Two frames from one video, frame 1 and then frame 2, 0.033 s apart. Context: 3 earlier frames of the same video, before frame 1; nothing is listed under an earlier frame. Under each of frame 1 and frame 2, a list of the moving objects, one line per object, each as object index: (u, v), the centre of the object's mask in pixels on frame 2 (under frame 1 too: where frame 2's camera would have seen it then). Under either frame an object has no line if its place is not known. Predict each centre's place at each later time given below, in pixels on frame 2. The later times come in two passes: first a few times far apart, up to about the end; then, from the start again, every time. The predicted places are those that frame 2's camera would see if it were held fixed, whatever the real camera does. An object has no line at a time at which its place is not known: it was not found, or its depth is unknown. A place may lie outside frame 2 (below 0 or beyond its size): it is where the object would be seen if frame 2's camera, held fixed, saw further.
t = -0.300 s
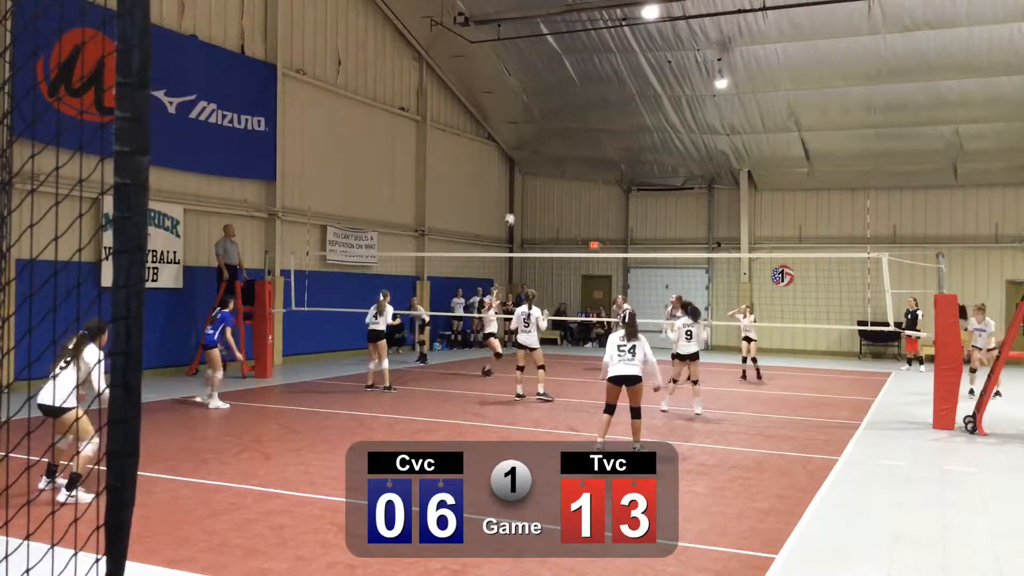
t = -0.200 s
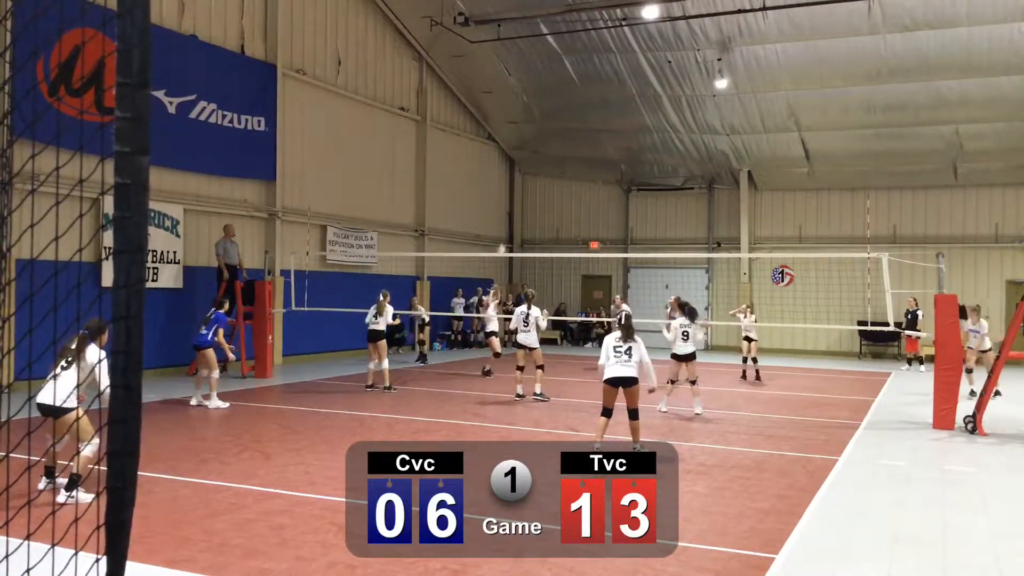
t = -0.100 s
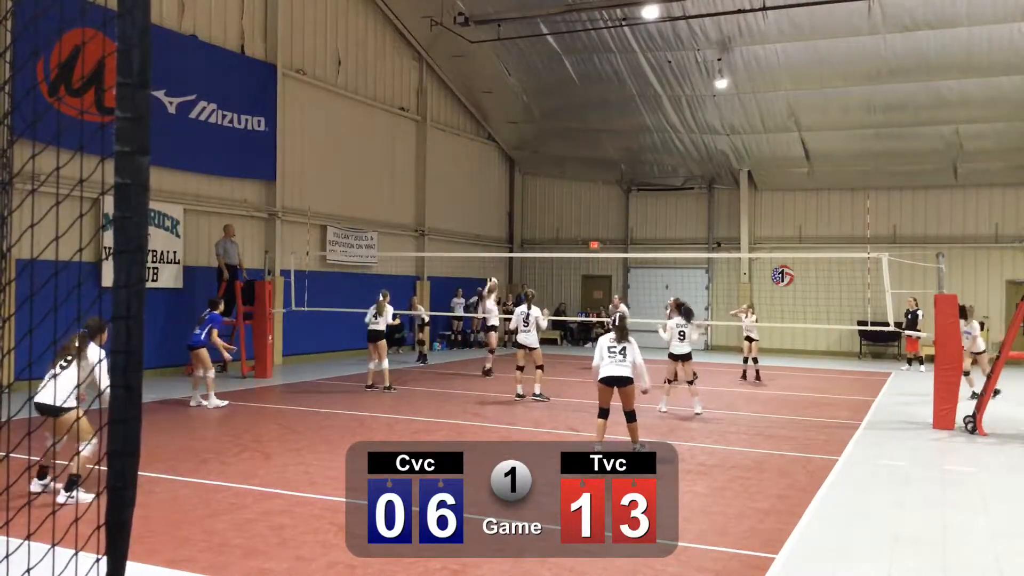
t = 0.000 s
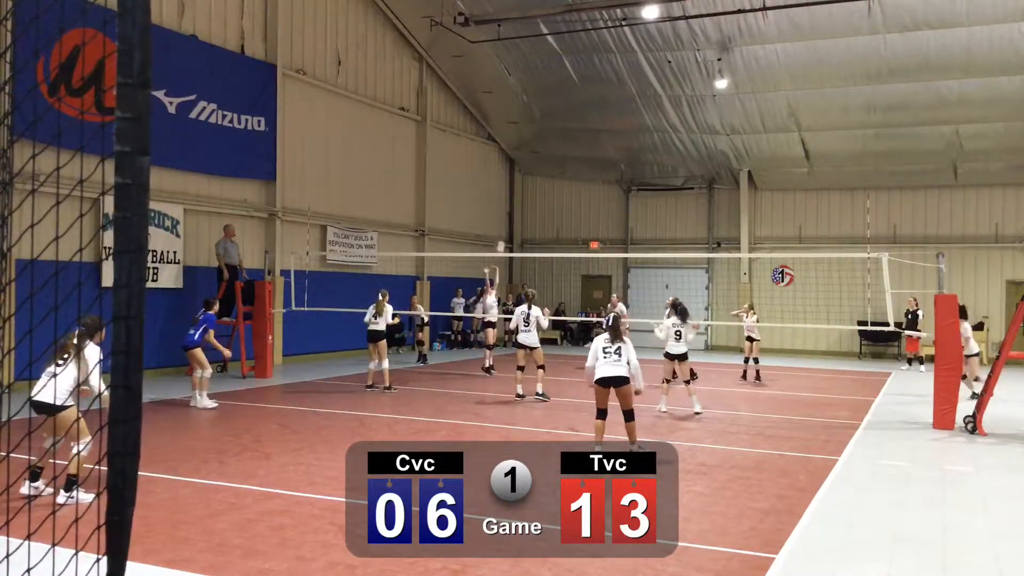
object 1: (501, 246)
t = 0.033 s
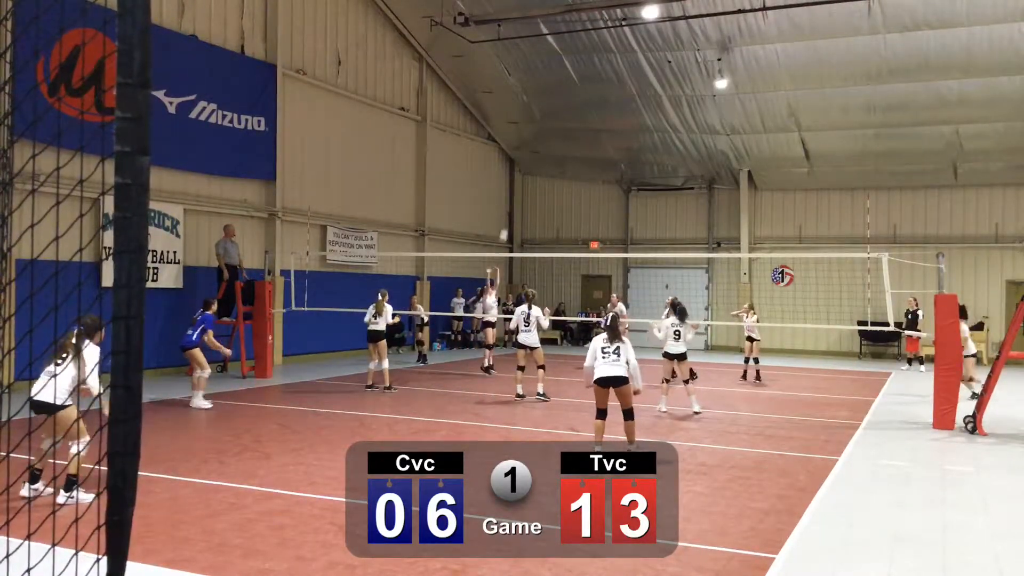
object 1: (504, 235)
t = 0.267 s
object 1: (523, 169)
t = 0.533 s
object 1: (545, 129)
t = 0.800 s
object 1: (567, 125)
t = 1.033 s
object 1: (587, 155)
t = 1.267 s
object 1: (605, 215)
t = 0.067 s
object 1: (506, 224)
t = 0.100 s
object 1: (509, 213)
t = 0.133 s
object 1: (512, 204)
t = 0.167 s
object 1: (514, 195)
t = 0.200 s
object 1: (517, 185)
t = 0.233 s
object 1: (520, 177)
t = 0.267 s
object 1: (523, 169)
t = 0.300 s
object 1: (526, 163)
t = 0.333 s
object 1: (529, 156)
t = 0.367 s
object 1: (532, 150)
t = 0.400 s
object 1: (534, 145)
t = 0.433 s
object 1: (538, 139)
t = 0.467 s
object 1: (540, 136)
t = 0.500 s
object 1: (543, 132)
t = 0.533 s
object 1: (545, 129)
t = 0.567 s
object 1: (548, 126)
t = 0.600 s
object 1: (551, 124)
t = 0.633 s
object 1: (554, 123)
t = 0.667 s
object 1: (557, 122)
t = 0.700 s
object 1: (559, 122)
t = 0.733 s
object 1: (561, 122)
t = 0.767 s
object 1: (565, 123)
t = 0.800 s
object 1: (567, 125)
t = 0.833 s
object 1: (570, 127)
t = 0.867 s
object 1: (573, 130)
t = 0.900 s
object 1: (576, 134)
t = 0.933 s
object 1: (579, 138)
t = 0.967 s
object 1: (581, 142)
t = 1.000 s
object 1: (584, 148)
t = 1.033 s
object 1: (587, 155)
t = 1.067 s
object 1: (589, 161)
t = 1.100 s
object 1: (592, 169)
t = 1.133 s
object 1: (595, 176)
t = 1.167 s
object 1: (597, 184)
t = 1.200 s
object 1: (600, 194)
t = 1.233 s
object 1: (602, 204)
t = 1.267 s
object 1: (605, 215)
